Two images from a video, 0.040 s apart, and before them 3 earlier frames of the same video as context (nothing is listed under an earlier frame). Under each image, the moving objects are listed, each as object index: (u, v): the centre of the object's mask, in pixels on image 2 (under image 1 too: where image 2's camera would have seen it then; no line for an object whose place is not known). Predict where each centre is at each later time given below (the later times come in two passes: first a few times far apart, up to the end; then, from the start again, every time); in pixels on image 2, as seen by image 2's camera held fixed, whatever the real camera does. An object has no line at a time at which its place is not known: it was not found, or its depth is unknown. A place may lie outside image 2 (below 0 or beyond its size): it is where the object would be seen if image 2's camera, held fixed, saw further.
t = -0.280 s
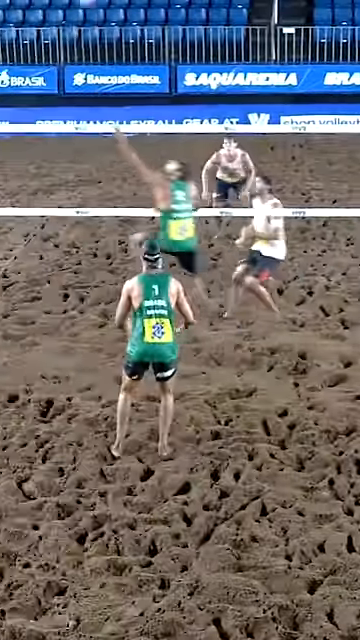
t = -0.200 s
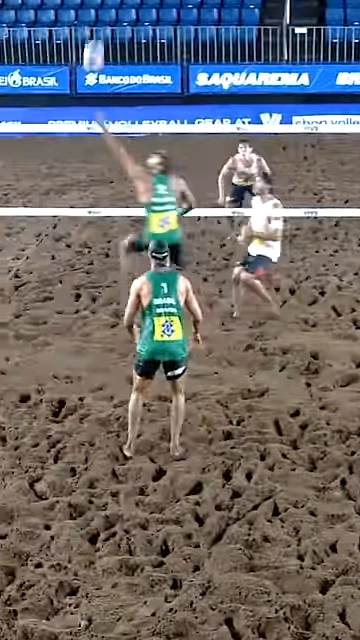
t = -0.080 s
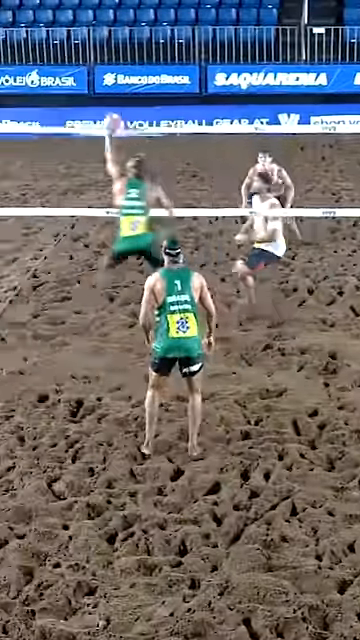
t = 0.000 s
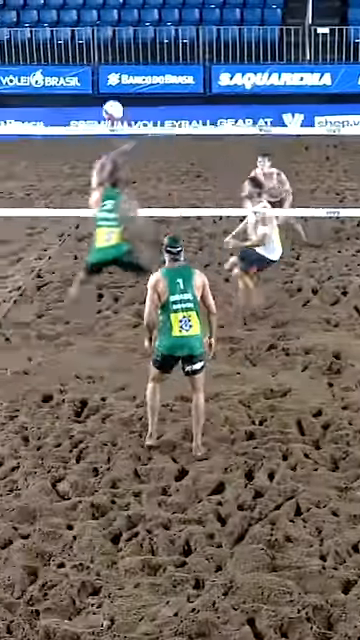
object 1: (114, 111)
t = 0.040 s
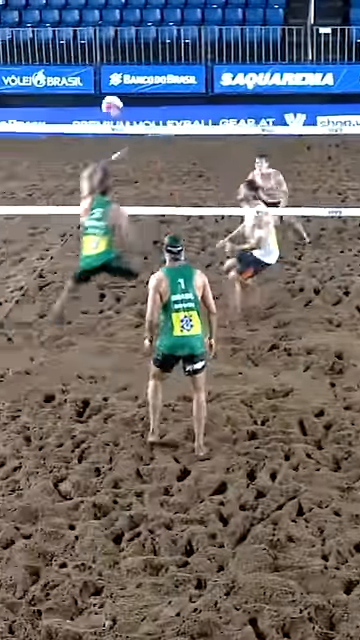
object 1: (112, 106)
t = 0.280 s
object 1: (97, 104)
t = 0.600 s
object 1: (81, 177)
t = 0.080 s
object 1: (108, 102)
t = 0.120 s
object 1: (106, 100)
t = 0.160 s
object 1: (105, 98)
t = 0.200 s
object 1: (102, 100)
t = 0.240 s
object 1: (99, 101)
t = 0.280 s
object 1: (97, 104)
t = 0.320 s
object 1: (95, 108)
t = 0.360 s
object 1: (93, 114)
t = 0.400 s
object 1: (91, 118)
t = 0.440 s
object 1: (91, 137)
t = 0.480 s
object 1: (88, 141)
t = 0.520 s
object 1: (86, 153)
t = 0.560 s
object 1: (84, 165)
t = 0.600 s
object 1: (81, 177)
